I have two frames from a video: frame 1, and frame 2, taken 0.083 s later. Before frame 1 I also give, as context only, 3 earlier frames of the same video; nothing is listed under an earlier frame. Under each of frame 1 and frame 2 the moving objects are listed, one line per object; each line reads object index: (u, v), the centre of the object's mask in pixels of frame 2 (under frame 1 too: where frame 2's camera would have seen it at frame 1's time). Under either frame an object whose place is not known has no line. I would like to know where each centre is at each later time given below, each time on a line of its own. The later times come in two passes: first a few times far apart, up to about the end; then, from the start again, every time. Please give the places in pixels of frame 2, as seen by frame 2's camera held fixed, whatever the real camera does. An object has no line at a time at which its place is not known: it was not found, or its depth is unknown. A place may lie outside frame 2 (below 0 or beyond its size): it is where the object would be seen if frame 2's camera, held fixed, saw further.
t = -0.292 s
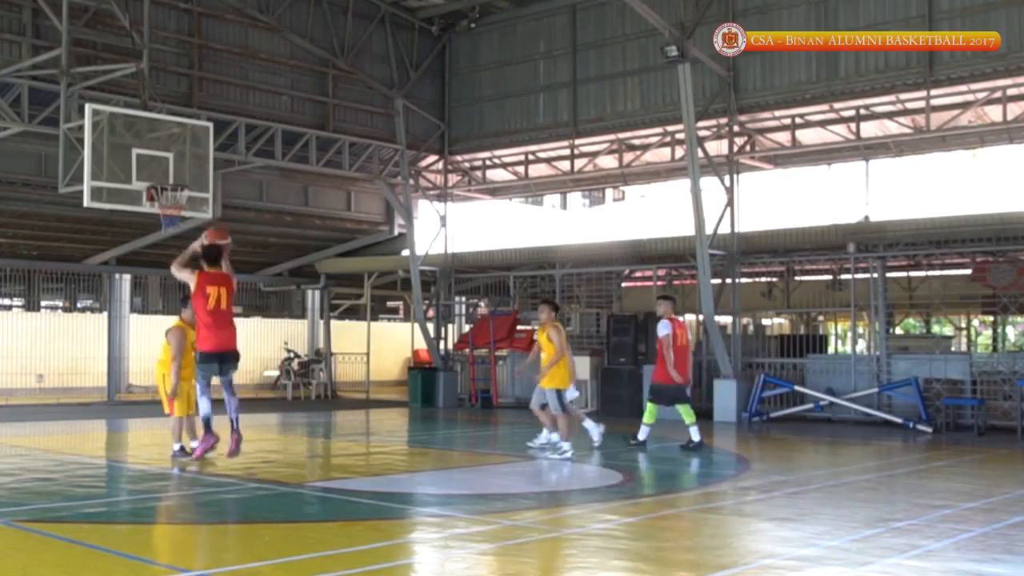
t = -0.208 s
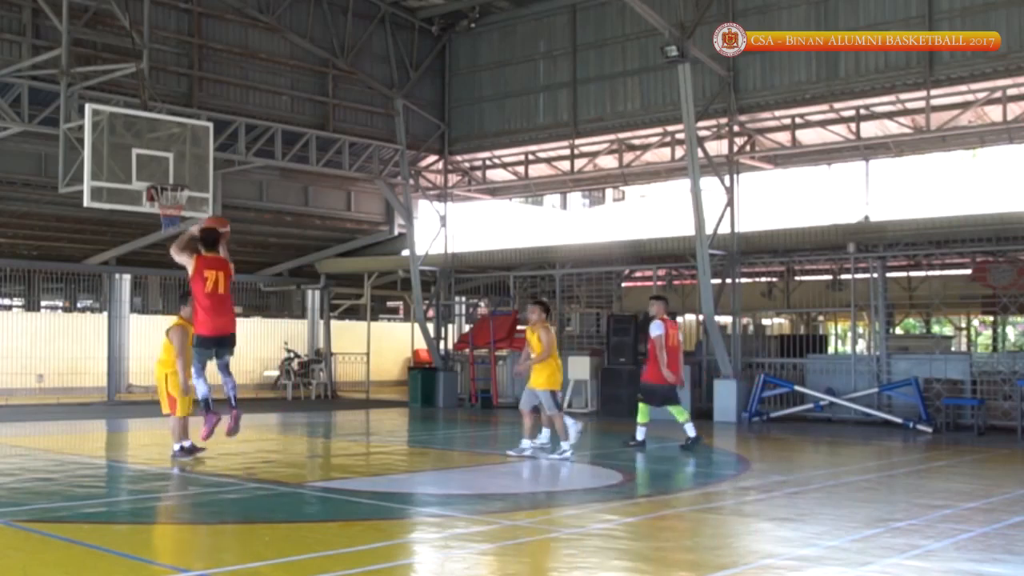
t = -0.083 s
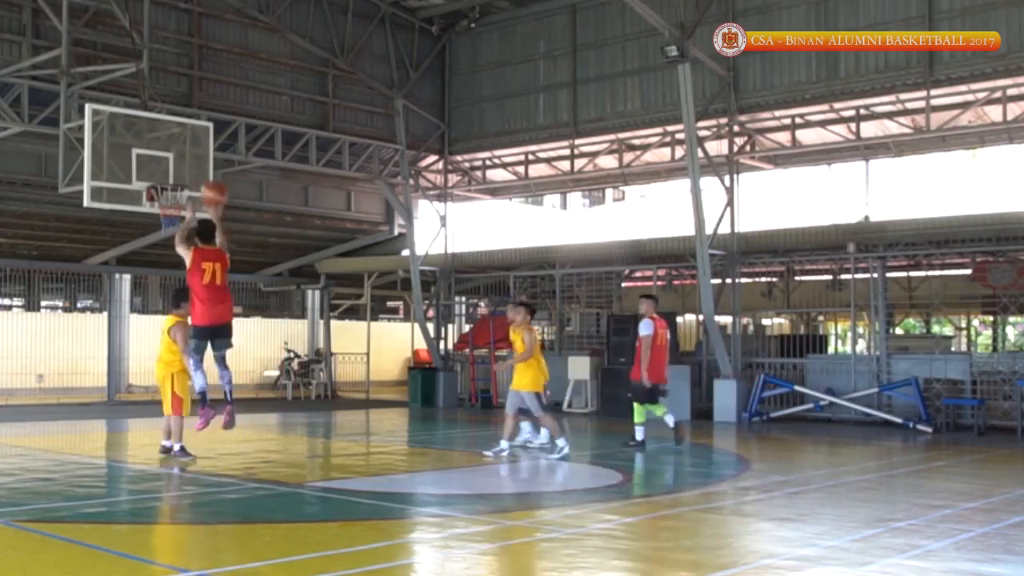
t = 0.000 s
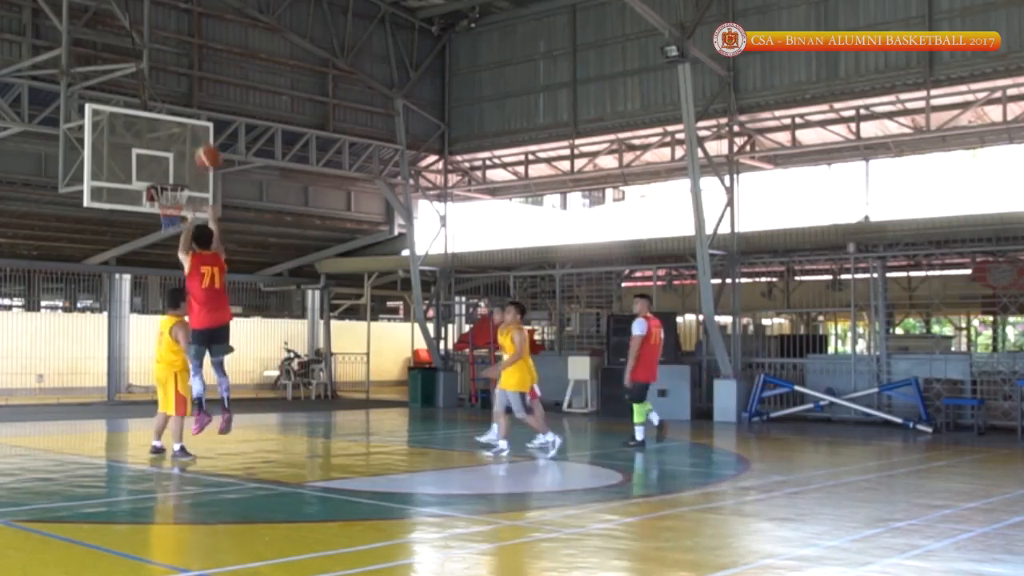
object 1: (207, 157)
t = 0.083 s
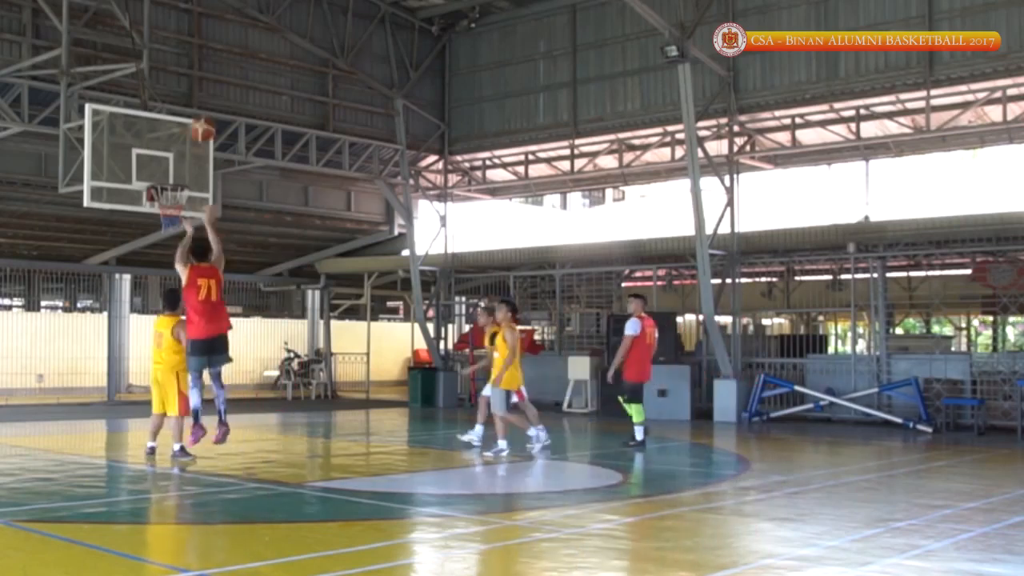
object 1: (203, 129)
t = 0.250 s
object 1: (190, 98)
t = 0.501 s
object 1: (178, 104)
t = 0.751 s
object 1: (165, 160)
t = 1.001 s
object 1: (187, 208)
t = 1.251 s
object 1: (209, 239)
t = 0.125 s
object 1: (199, 119)
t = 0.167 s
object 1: (196, 110)
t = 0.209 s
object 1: (194, 103)
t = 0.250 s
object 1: (190, 98)
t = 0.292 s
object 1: (188, 96)
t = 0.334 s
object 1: (186, 95)
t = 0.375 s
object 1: (184, 95)
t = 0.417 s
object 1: (182, 97)
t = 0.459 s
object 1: (179, 100)
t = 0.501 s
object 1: (178, 104)
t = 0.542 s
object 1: (175, 111)
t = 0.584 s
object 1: (173, 118)
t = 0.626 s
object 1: (170, 128)
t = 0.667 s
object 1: (169, 138)
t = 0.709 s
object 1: (167, 149)
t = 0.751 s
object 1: (165, 160)
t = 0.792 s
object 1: (162, 173)
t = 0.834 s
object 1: (161, 186)
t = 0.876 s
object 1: (168, 199)
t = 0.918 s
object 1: (174, 207)
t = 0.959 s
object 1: (181, 208)
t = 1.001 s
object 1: (187, 208)
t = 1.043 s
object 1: (190, 208)
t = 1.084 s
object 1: (195, 212)
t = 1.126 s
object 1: (198, 217)
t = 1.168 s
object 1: (202, 223)
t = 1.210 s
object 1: (206, 231)
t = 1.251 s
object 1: (209, 239)
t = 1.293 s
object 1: (213, 248)
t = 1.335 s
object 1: (218, 259)
